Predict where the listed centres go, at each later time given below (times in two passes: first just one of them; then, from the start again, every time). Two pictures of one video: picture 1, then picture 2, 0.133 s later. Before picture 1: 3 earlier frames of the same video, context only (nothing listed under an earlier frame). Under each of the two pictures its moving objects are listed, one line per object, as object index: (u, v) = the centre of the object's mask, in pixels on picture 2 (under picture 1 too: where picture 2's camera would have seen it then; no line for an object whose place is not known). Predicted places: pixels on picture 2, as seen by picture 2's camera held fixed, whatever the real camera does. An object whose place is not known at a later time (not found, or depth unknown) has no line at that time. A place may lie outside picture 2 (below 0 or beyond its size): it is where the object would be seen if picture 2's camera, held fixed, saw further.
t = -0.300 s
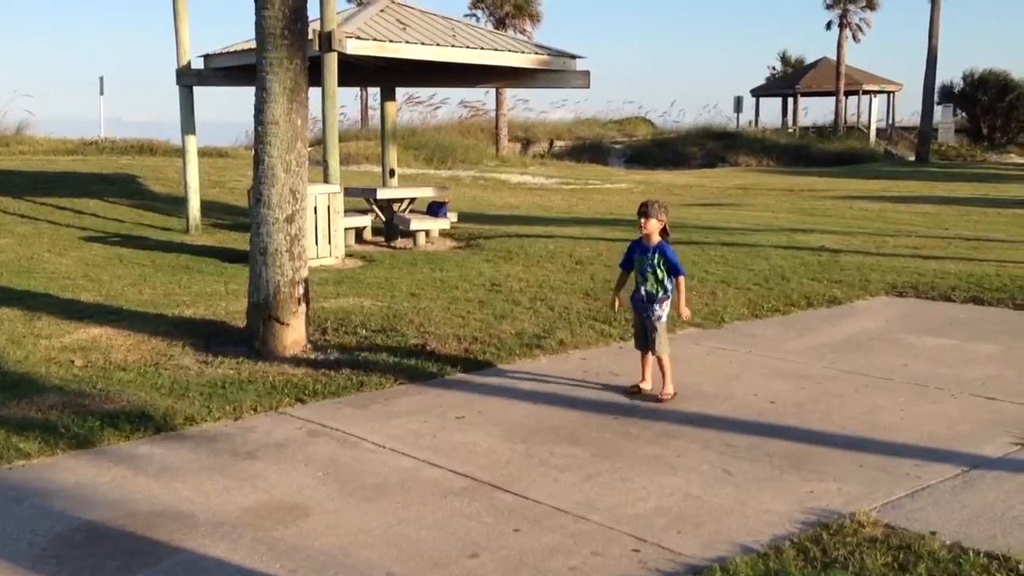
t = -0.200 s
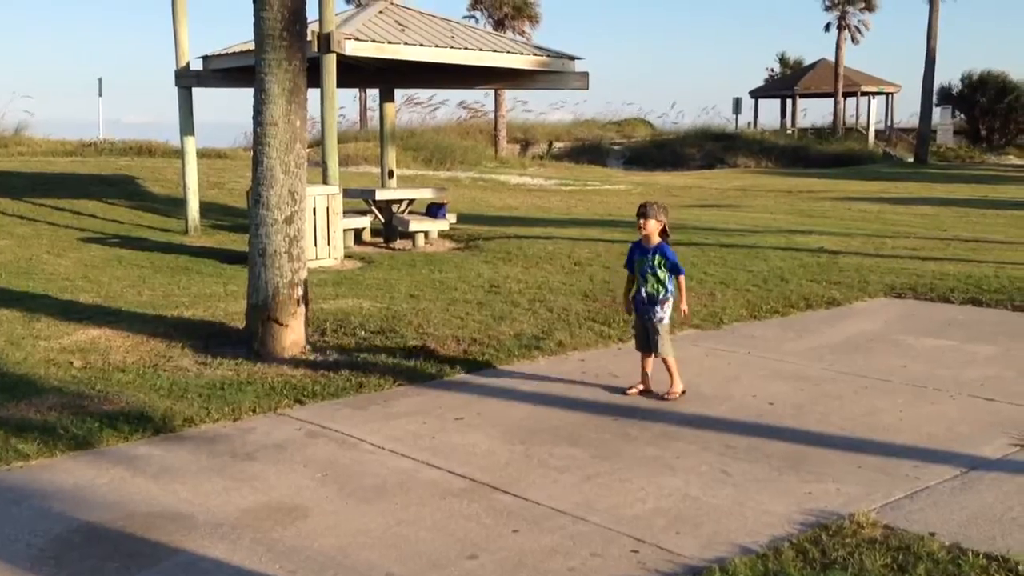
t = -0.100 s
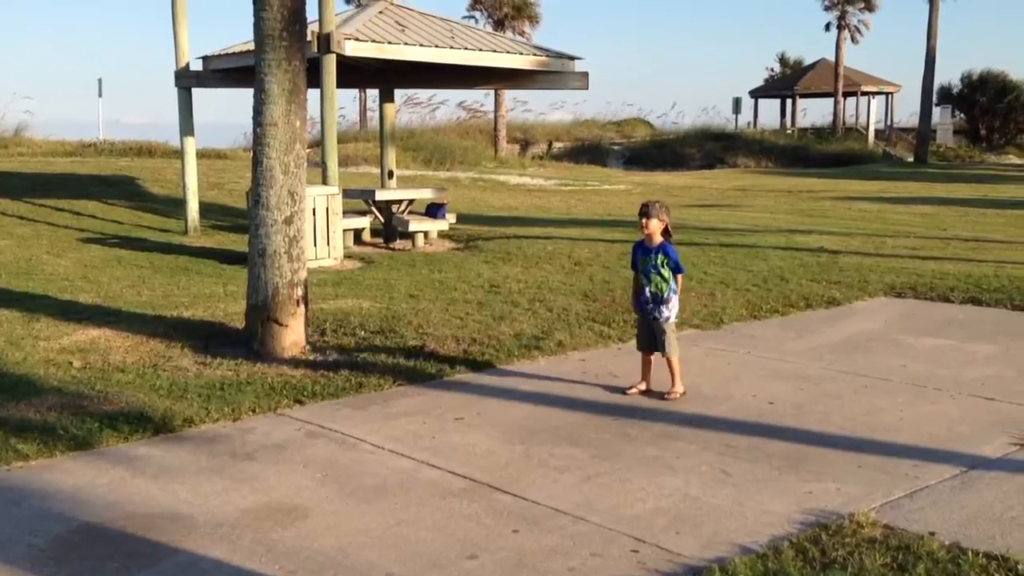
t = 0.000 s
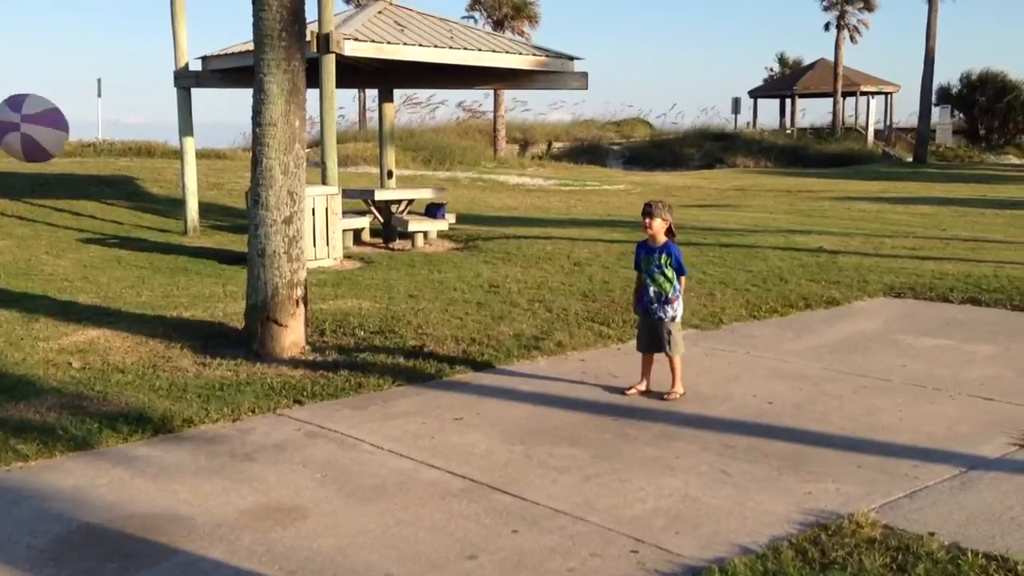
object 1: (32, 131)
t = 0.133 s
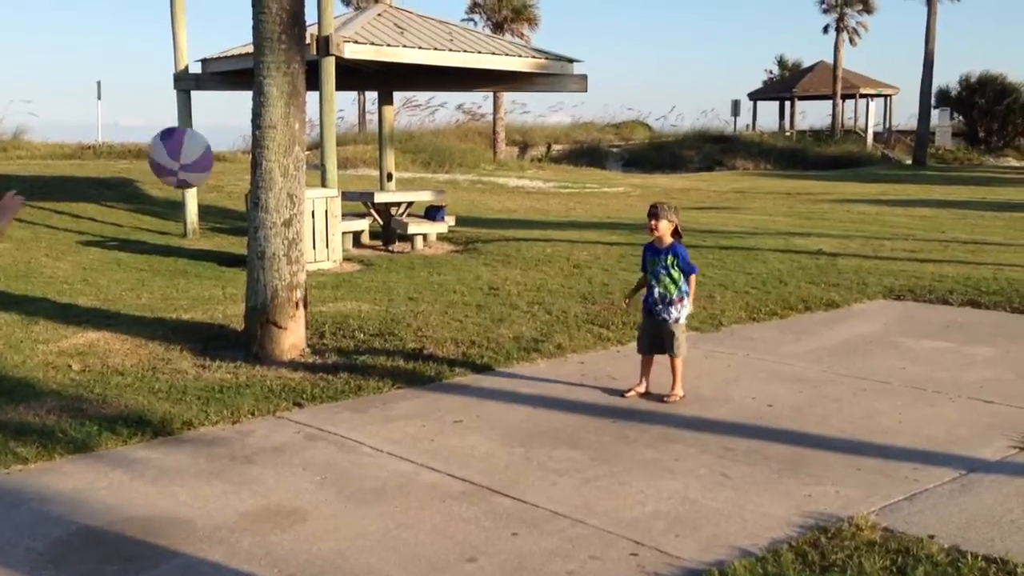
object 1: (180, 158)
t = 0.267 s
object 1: (303, 221)
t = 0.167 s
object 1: (213, 170)
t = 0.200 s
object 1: (245, 185)
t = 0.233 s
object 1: (275, 202)
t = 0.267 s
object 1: (303, 221)
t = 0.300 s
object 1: (330, 242)
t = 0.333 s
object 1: (356, 265)
